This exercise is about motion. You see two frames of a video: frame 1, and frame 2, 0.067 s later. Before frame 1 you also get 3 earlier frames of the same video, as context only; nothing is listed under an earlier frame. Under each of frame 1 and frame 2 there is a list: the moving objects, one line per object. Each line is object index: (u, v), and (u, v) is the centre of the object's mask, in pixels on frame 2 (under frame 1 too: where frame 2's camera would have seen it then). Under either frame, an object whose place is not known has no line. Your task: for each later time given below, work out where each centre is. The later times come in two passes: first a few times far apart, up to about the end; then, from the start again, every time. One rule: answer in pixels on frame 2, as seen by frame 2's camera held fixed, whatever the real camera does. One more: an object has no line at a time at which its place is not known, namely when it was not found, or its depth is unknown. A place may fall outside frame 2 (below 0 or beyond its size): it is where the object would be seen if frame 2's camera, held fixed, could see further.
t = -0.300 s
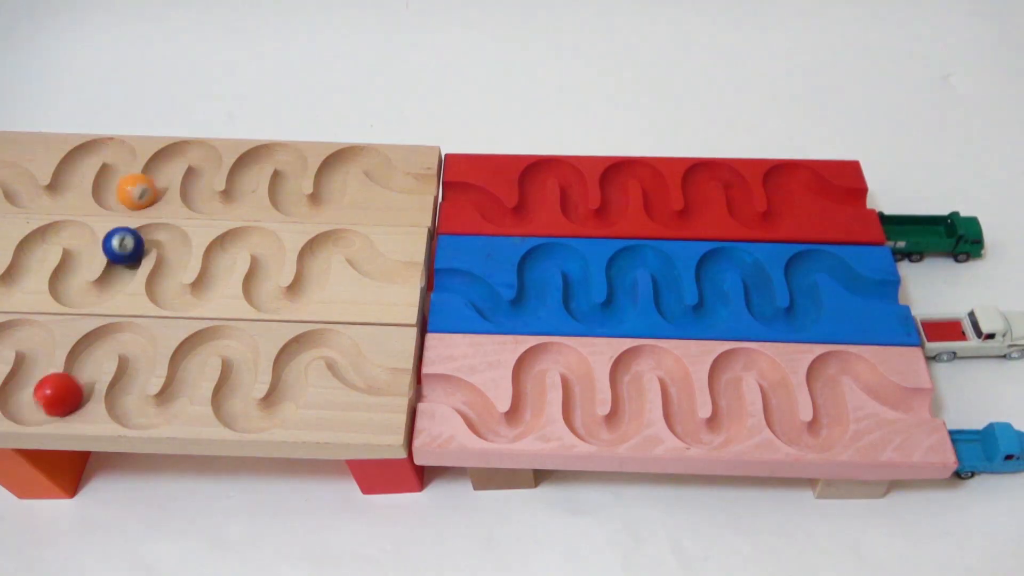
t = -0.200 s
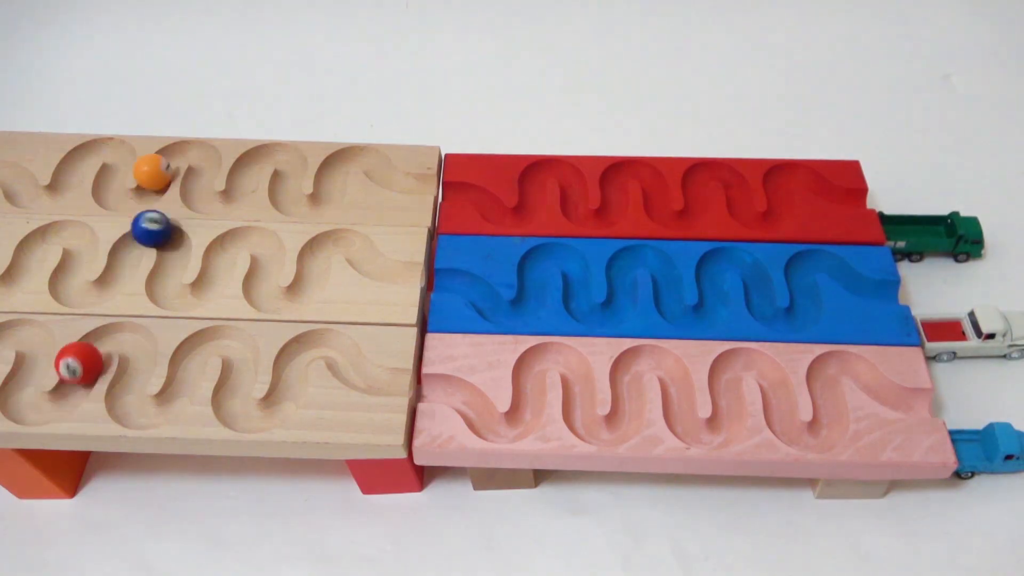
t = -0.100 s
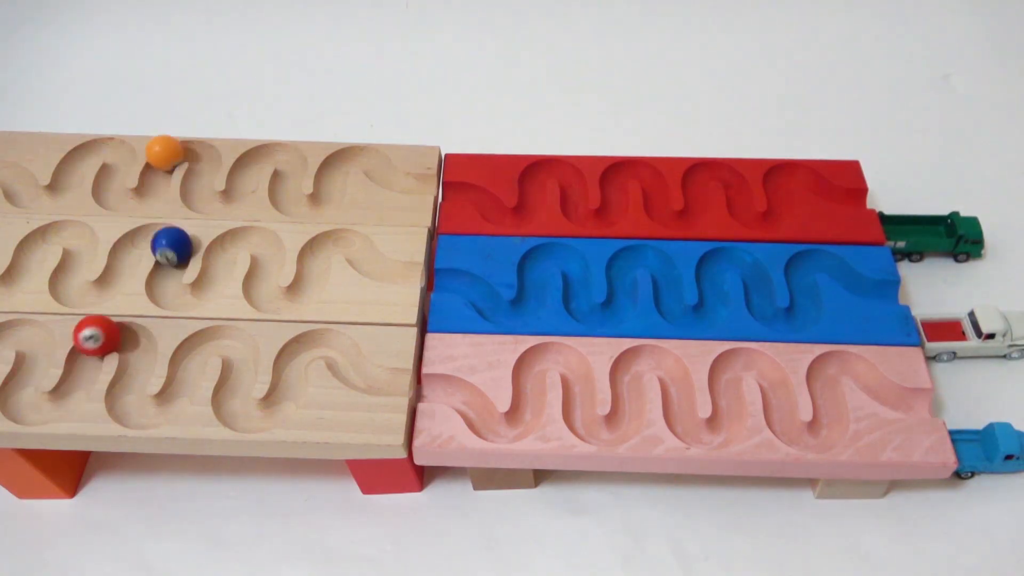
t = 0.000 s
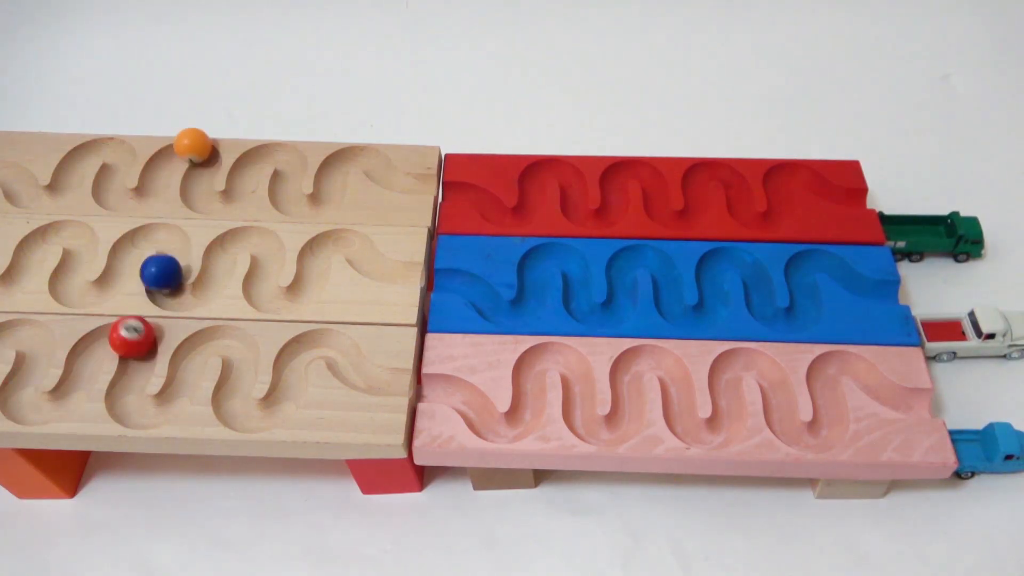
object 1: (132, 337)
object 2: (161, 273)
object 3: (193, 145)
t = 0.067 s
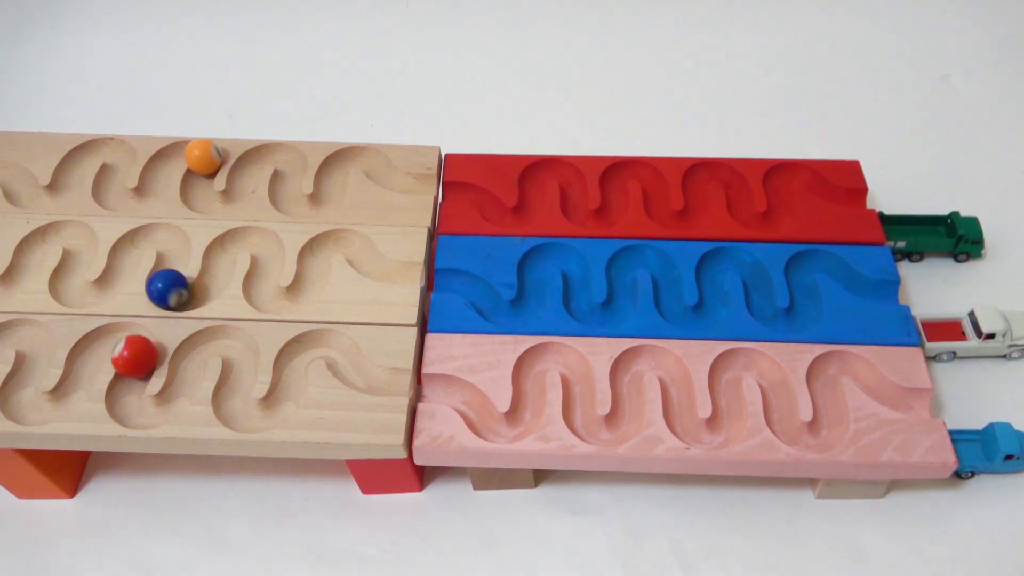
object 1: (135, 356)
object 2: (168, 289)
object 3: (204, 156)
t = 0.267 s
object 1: (144, 407)
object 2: (217, 255)
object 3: (205, 196)
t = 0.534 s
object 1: (204, 337)
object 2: (265, 260)
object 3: (252, 155)
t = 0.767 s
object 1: (231, 386)
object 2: (303, 284)
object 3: (286, 171)
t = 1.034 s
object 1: (290, 372)
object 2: (353, 238)
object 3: (330, 185)
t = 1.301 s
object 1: (349, 360)
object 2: (453, 273)
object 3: (368, 152)
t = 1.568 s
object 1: (473, 399)
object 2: (534, 271)
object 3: (455, 182)
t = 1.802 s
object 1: (530, 371)
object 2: (572, 254)
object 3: (533, 186)
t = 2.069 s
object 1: (579, 373)
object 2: (606, 308)
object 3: (571, 170)
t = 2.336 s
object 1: (626, 414)
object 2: (638, 249)
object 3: (609, 207)
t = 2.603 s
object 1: (664, 355)
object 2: (682, 307)
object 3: (641, 163)
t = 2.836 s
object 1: (695, 424)
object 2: (713, 268)
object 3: (669, 210)
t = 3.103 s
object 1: (730, 365)
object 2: (764, 288)
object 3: (699, 170)
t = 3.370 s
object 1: (785, 406)
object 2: (807, 287)
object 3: (744, 201)
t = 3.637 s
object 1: (833, 397)
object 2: (858, 275)
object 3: (780, 180)
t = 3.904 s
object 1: (885, 382)
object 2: (945, 320)
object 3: (846, 187)
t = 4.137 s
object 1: (971, 435)
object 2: (964, 320)
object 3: (935, 221)
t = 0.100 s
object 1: (132, 367)
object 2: (179, 292)
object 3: (201, 163)
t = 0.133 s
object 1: (126, 377)
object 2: (192, 289)
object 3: (196, 171)
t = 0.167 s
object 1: (122, 388)
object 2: (204, 282)
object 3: (195, 178)
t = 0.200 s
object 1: (124, 398)
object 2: (211, 273)
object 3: (196, 185)
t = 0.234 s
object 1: (132, 404)
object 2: (215, 264)
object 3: (198, 191)
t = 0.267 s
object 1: (144, 407)
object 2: (217, 255)
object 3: (205, 196)
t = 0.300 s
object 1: (159, 403)
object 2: (219, 248)
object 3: (217, 197)
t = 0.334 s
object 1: (171, 394)
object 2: (225, 239)
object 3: (230, 193)
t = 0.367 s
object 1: (178, 383)
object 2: (235, 233)
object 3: (238, 187)
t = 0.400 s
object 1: (183, 372)
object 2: (247, 232)
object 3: (240, 179)
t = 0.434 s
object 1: (185, 363)
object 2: (258, 234)
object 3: (241, 172)
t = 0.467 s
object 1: (187, 353)
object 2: (265, 241)
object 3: (243, 166)
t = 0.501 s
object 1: (194, 343)
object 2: (266, 250)
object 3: (247, 160)
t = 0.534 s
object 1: (204, 337)
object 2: (265, 260)
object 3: (252, 155)
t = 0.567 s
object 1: (217, 334)
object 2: (262, 268)
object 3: (258, 150)
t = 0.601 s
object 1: (230, 337)
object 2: (258, 278)
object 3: (267, 147)
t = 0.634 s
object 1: (238, 344)
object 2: (260, 286)
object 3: (278, 148)
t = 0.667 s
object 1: (240, 354)
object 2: (268, 292)
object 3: (285, 152)
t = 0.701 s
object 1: (239, 363)
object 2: (279, 294)
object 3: (290, 158)
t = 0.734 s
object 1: (236, 374)
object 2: (293, 292)
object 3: (289, 165)
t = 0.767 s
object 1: (231, 386)
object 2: (303, 284)
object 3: (286, 171)
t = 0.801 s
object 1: (230, 396)
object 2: (309, 275)
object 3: (284, 179)
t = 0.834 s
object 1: (235, 404)
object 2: (312, 267)
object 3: (284, 186)
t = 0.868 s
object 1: (246, 411)
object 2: (313, 257)
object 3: (286, 193)
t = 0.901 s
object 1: (259, 410)
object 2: (314, 249)
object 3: (292, 198)
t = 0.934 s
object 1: (273, 404)
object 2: (321, 241)
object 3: (303, 200)
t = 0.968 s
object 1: (283, 393)
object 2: (331, 236)
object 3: (315, 198)
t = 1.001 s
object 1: (287, 383)
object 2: (343, 235)
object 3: (325, 193)
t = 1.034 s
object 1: (290, 372)
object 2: (353, 238)
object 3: (330, 185)
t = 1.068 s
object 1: (291, 361)
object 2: (360, 247)
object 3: (329, 179)
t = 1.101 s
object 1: (294, 352)
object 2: (366, 254)
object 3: (330, 172)
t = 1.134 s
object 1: (302, 343)
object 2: (375, 260)
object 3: (332, 166)
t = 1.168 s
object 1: (313, 338)
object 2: (387, 264)
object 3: (336, 160)
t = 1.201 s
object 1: (326, 338)
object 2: (402, 265)
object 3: (341, 155)
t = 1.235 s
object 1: (337, 343)
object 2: (417, 265)
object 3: (350, 151)
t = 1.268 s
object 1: (343, 352)
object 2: (435, 269)
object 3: (359, 151)
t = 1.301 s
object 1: (349, 360)
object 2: (453, 273)
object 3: (368, 152)
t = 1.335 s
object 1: (359, 368)
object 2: (469, 278)
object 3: (375, 158)
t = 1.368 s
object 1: (371, 373)
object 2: (483, 289)
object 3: (379, 164)
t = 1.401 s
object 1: (387, 374)
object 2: (491, 300)
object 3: (387, 170)
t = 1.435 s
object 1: (403, 375)
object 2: (506, 307)
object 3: (398, 174)
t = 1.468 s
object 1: (420, 377)
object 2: (524, 302)
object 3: (410, 175)
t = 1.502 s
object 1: (440, 380)
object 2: (531, 291)
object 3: (423, 176)
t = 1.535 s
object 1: (459, 387)
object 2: (534, 280)
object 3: (439, 177)
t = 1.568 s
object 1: (473, 399)
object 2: (534, 271)
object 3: (455, 182)
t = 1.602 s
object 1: (483, 412)
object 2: (534, 264)
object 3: (471, 184)
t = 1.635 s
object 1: (497, 421)
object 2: (535, 258)
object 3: (484, 193)
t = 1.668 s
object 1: (516, 418)
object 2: (539, 253)
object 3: (494, 203)
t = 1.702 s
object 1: (527, 406)
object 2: (543, 248)
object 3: (508, 209)
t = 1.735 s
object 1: (530, 392)
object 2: (552, 246)
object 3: (524, 206)
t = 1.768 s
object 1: (530, 379)
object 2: (563, 247)
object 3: (531, 196)
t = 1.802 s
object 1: (530, 371)
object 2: (572, 254)
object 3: (533, 186)
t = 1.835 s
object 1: (531, 363)
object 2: (576, 260)
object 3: (533, 178)
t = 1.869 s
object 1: (534, 356)
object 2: (578, 269)
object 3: (533, 172)
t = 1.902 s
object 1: (541, 351)
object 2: (579, 276)
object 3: (535, 167)
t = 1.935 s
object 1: (550, 348)
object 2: (579, 285)
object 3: (540, 163)
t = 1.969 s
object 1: (561, 349)
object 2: (580, 295)
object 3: (548, 160)
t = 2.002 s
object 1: (571, 355)
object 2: (585, 303)
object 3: (557, 161)
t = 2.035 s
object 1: (577, 363)
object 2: (594, 307)
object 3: (566, 164)
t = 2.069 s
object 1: (579, 373)
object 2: (606, 308)
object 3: (571, 170)
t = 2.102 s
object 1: (581, 383)
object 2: (616, 304)
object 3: (574, 176)
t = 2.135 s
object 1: (581, 393)
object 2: (622, 296)
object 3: (575, 183)
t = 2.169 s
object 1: (581, 404)
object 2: (625, 287)
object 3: (575, 191)
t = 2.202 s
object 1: (583, 413)
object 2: (624, 279)
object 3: (575, 198)
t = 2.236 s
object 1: (592, 421)
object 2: (623, 269)
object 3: (579, 205)
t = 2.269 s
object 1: (605, 424)
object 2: (623, 261)
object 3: (588, 210)
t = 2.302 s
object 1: (617, 422)
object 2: (627, 254)
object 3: (598, 211)
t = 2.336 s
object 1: (626, 414)
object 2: (638, 249)
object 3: (609, 207)
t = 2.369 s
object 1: (630, 403)
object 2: (651, 250)
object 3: (615, 200)
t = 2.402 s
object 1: (631, 393)
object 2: (662, 256)
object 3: (616, 192)
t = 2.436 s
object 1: (630, 382)
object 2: (667, 265)
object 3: (616, 185)
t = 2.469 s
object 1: (628, 371)
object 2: (669, 273)
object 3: (614, 178)
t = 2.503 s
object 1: (630, 361)
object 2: (670, 282)
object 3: (615, 171)
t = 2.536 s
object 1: (638, 355)
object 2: (672, 291)
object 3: (620, 165)
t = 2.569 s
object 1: (650, 351)
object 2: (674, 300)
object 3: (630, 161)
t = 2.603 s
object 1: (664, 355)
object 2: (682, 307)
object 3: (641, 163)
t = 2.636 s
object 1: (673, 364)
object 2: (692, 311)
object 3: (651, 168)
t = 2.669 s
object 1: (679, 374)
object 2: (705, 310)
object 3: (655, 175)
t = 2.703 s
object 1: (681, 385)
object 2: (713, 305)
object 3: (657, 182)
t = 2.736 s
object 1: (682, 395)
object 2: (716, 294)
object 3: (658, 190)
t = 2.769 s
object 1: (683, 406)
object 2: (717, 286)
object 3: (659, 197)
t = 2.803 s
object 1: (687, 415)
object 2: (714, 277)
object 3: (662, 204)
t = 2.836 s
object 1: (695, 424)
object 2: (713, 268)
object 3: (669, 210)
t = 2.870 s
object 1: (707, 427)
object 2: (714, 261)
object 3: (680, 212)
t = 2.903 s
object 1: (720, 426)
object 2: (720, 254)
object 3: (691, 211)
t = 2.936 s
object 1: (729, 419)
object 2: (733, 252)
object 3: (698, 206)
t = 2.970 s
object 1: (733, 408)
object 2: (746, 256)
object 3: (701, 198)
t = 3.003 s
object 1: (732, 397)
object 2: (754, 262)
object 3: (700, 190)
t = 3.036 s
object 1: (729, 386)
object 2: (759, 270)
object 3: (698, 183)
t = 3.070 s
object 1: (728, 376)
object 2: (762, 279)
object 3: (697, 176)
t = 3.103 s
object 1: (730, 365)
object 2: (764, 288)
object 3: (699, 170)
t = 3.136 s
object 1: (736, 357)
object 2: (765, 297)
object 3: (705, 165)
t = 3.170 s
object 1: (749, 354)
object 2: (769, 304)
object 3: (715, 163)
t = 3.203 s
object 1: (763, 359)
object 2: (777, 310)
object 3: (726, 166)
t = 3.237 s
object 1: (773, 368)
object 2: (789, 313)
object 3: (735, 172)
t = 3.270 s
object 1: (779, 378)
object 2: (801, 311)
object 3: (739, 179)
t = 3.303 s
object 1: (782, 387)
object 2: (808, 305)
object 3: (742, 186)
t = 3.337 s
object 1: (784, 397)
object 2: (810, 295)
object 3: (743, 194)
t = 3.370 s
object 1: (785, 406)
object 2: (807, 287)
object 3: (744, 201)
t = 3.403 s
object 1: (788, 415)
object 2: (806, 277)
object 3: (750, 208)
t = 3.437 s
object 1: (793, 423)
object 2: (803, 269)
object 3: (759, 213)
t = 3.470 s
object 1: (805, 429)
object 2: (806, 260)
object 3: (771, 214)
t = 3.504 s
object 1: (817, 431)
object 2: (813, 255)
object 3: (780, 210)
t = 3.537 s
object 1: (829, 427)
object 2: (827, 255)
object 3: (784, 203)
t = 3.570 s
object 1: (834, 418)
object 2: (840, 261)
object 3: (784, 195)
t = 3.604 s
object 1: (835, 407)
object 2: (849, 268)
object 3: (783, 188)
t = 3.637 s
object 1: (833, 397)
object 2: (858, 275)
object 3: (780, 180)
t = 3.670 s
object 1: (830, 386)
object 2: (874, 282)
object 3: (779, 173)
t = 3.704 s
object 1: (828, 375)
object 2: (883, 284)
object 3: (784, 167)
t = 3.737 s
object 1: (830, 365)
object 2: (898, 285)
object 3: (793, 165)
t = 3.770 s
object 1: (839, 359)
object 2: (913, 286)
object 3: (805, 166)
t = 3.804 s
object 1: (853, 358)
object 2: (923, 296)
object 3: (815, 172)
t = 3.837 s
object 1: (867, 366)
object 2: (931, 315)
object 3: (824, 178)
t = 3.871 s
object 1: (877, 375)
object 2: (954, 316)
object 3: (834, 183)
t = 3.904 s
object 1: (885, 382)
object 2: (945, 320)
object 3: (846, 187)
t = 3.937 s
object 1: (897, 389)
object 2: (953, 321)
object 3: (857, 190)
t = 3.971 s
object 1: (911, 394)
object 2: (957, 321)
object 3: (870, 190)
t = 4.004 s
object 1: (925, 396)
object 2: (962, 320)
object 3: (884, 194)
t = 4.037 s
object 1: (940, 396)
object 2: (962, 320)
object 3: (893, 209)
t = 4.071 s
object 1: (953, 401)
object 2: (962, 320)
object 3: (904, 220)
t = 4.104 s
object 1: (962, 415)
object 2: (964, 320)
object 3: (920, 221)
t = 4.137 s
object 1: (971, 435)
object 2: (964, 320)
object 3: (935, 221)
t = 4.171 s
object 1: (972, 437)
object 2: (964, 320)
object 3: (938, 221)
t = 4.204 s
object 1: (975, 439)
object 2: (964, 320)
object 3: (942, 221)
